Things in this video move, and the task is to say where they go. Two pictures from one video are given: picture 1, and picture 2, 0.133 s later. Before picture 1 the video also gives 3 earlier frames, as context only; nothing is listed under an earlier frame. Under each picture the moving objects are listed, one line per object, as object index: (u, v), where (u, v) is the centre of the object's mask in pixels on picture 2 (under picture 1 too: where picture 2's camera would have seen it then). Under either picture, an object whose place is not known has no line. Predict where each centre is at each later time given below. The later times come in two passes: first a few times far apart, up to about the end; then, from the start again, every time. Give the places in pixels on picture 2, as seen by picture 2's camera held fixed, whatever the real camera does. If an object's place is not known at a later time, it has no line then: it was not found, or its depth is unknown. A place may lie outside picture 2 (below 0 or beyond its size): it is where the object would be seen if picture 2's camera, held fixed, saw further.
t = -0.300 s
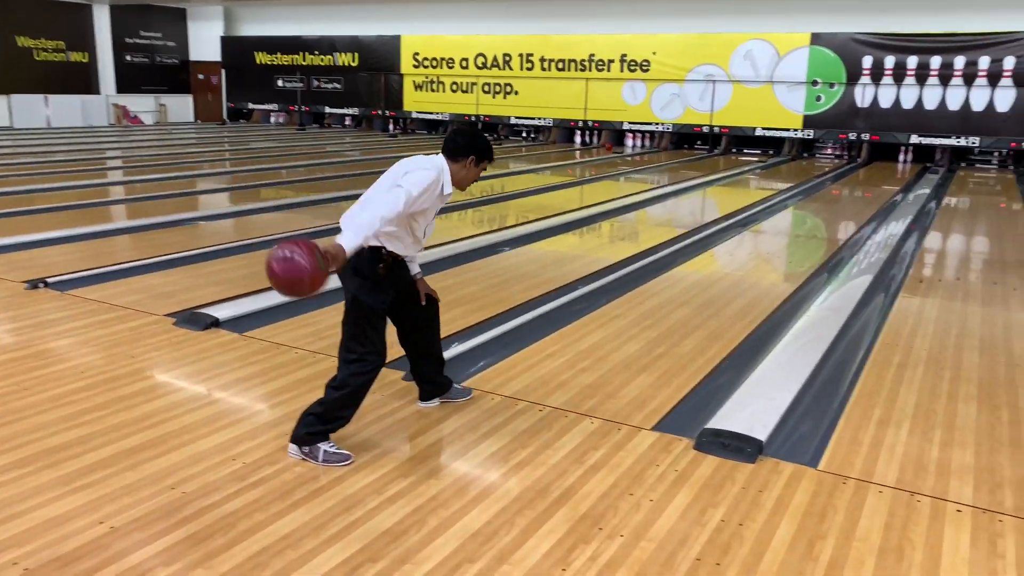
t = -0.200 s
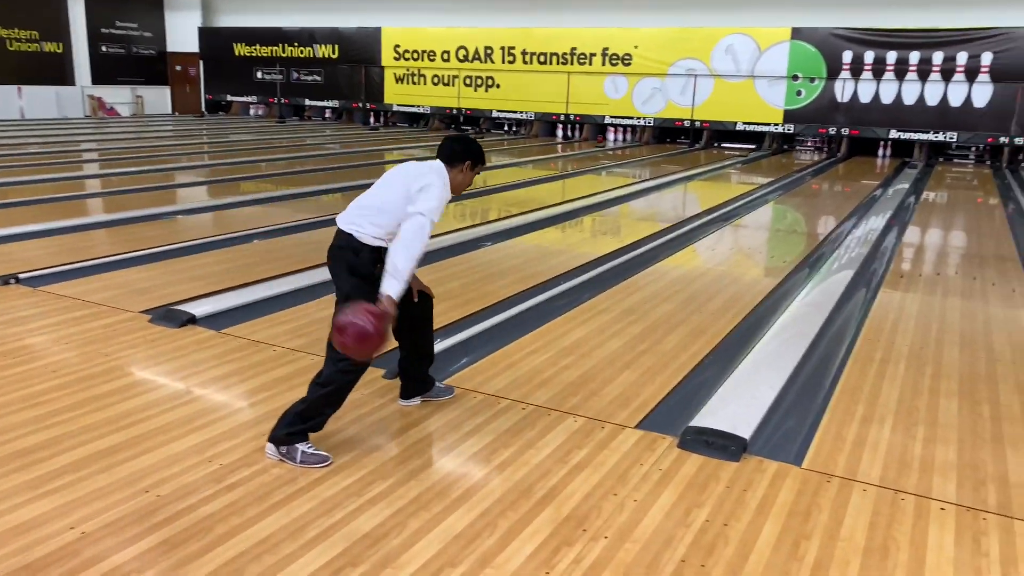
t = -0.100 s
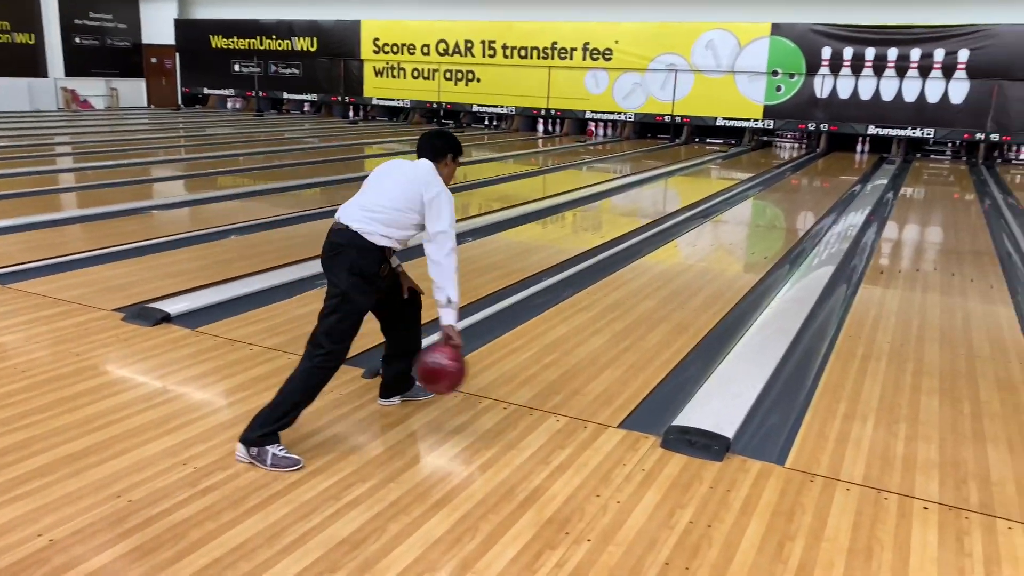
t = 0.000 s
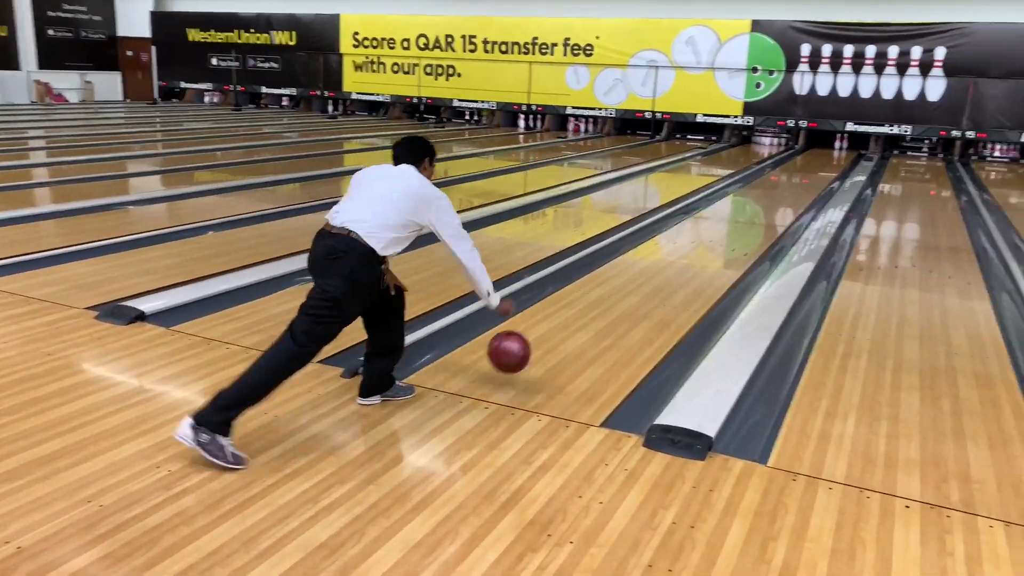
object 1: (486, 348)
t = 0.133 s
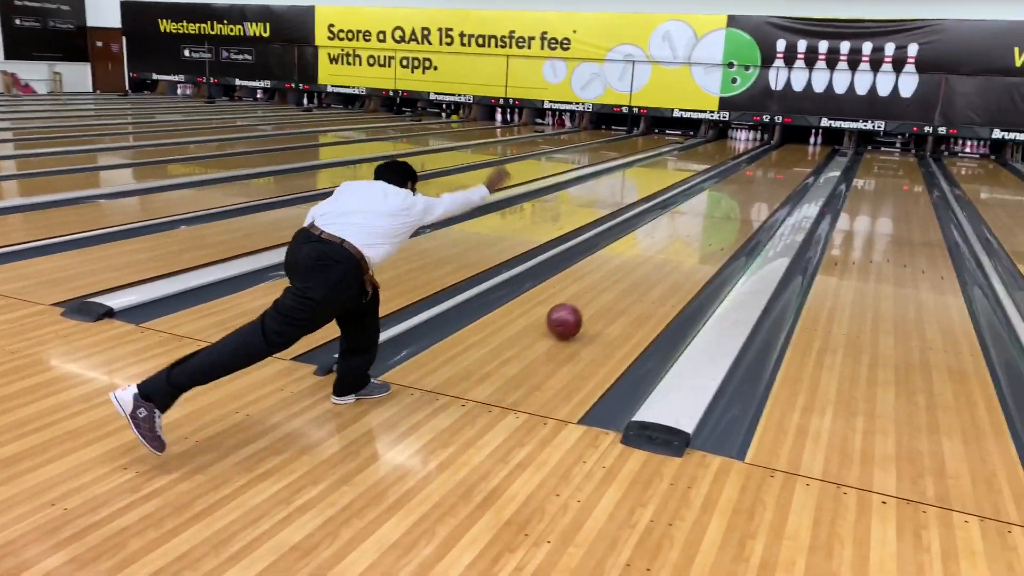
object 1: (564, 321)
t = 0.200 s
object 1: (594, 304)
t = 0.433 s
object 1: (670, 259)
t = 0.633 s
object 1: (712, 233)
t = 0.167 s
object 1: (580, 313)
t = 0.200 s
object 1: (594, 304)
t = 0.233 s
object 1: (607, 296)
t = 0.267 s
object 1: (620, 289)
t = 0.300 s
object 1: (631, 282)
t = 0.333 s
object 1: (642, 276)
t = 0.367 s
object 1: (652, 270)
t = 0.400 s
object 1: (661, 264)
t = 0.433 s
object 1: (670, 259)
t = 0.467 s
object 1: (678, 254)
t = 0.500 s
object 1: (686, 249)
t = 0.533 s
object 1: (693, 245)
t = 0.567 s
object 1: (700, 241)
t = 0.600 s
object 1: (706, 237)
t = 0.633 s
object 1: (712, 233)
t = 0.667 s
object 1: (719, 229)
